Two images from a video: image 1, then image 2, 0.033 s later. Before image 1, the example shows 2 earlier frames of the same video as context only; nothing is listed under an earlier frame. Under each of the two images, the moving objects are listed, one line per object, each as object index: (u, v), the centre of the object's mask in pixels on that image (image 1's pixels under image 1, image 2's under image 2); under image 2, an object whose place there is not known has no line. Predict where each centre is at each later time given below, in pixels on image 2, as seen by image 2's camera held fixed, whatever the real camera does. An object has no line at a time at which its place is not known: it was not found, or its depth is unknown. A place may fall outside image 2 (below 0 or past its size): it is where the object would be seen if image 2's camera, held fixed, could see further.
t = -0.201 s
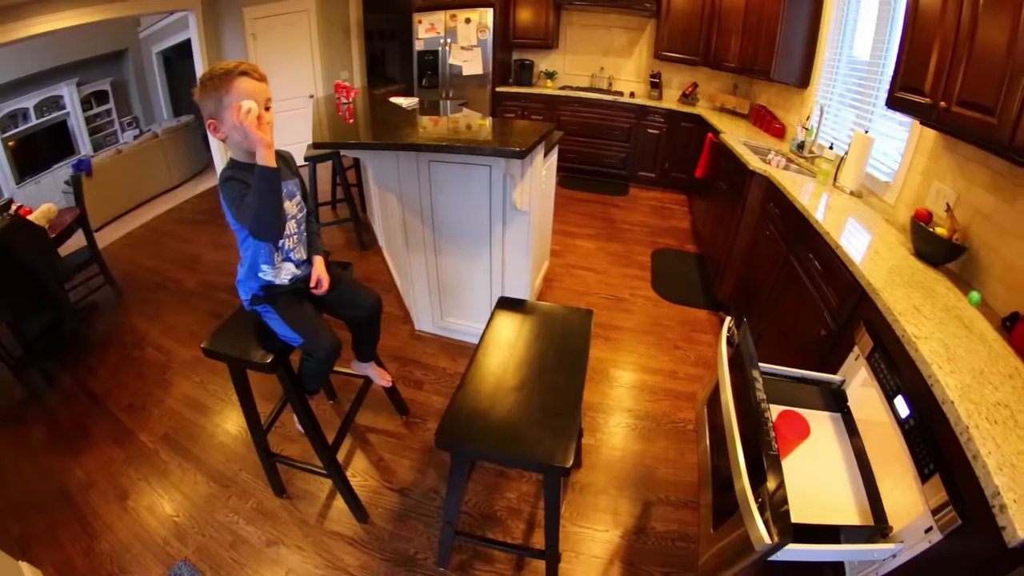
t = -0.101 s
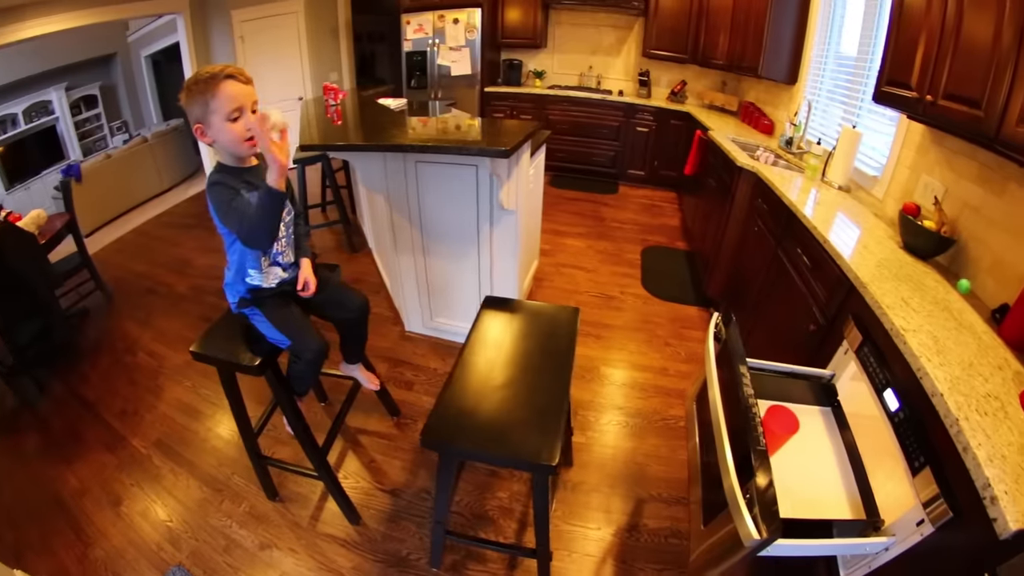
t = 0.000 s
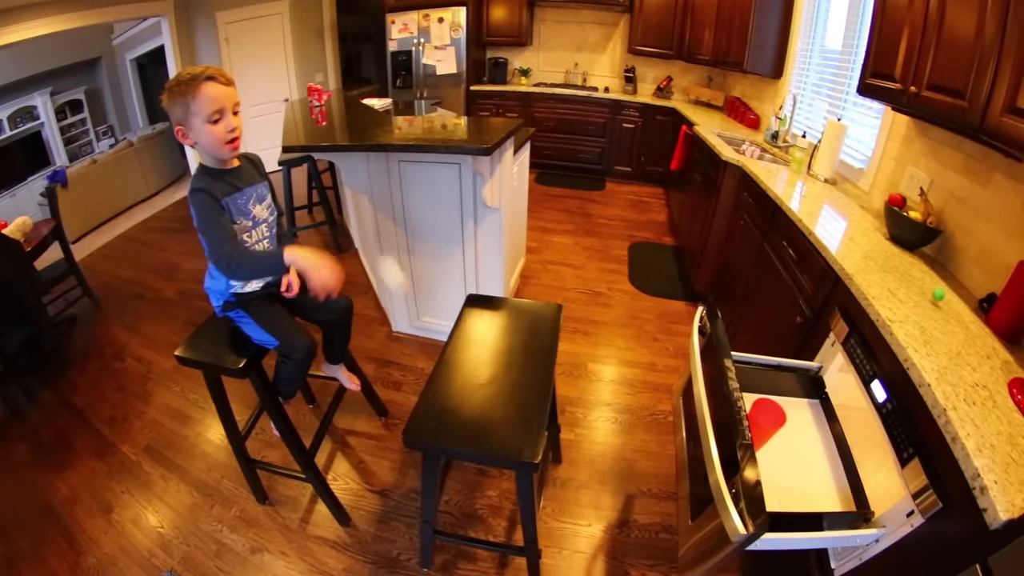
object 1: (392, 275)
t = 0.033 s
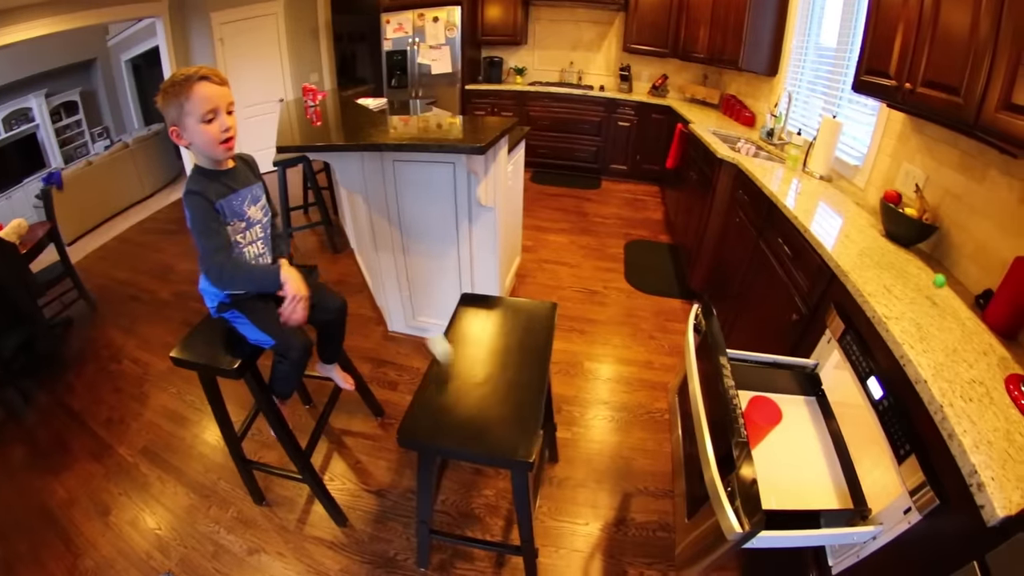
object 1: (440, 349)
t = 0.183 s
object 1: (520, 143)
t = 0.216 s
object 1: (539, 99)
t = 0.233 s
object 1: (551, 73)
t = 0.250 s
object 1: (562, 53)
